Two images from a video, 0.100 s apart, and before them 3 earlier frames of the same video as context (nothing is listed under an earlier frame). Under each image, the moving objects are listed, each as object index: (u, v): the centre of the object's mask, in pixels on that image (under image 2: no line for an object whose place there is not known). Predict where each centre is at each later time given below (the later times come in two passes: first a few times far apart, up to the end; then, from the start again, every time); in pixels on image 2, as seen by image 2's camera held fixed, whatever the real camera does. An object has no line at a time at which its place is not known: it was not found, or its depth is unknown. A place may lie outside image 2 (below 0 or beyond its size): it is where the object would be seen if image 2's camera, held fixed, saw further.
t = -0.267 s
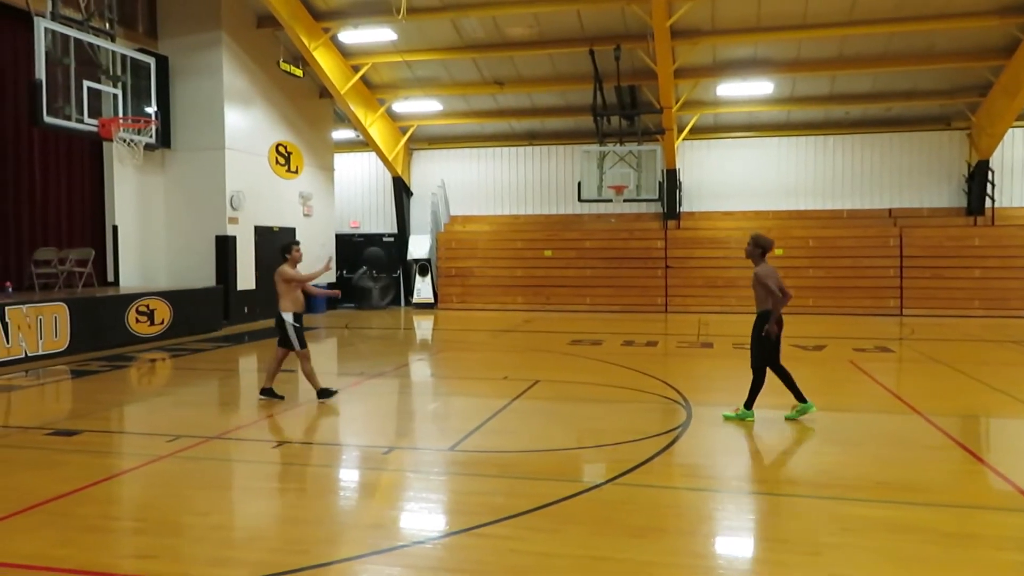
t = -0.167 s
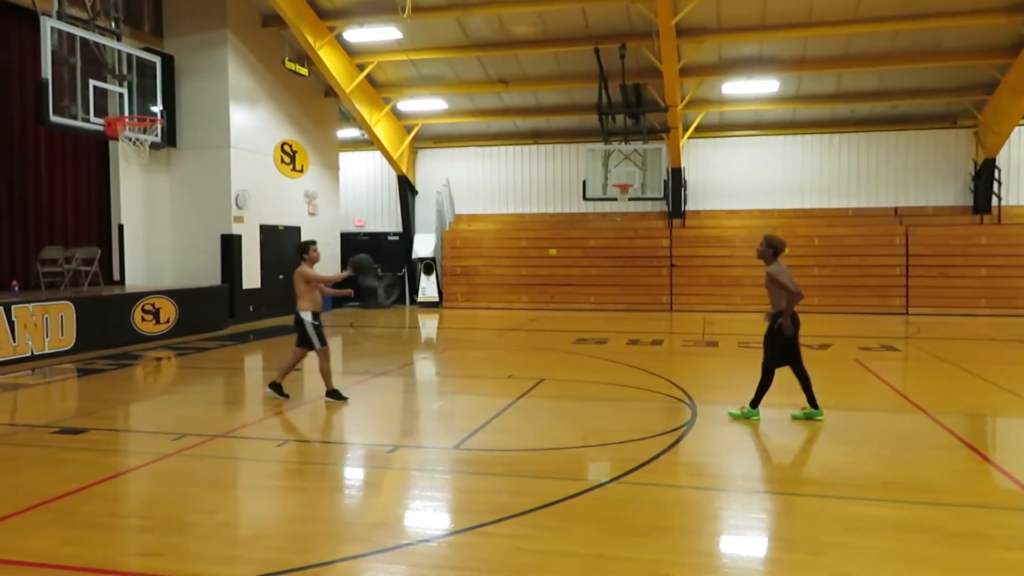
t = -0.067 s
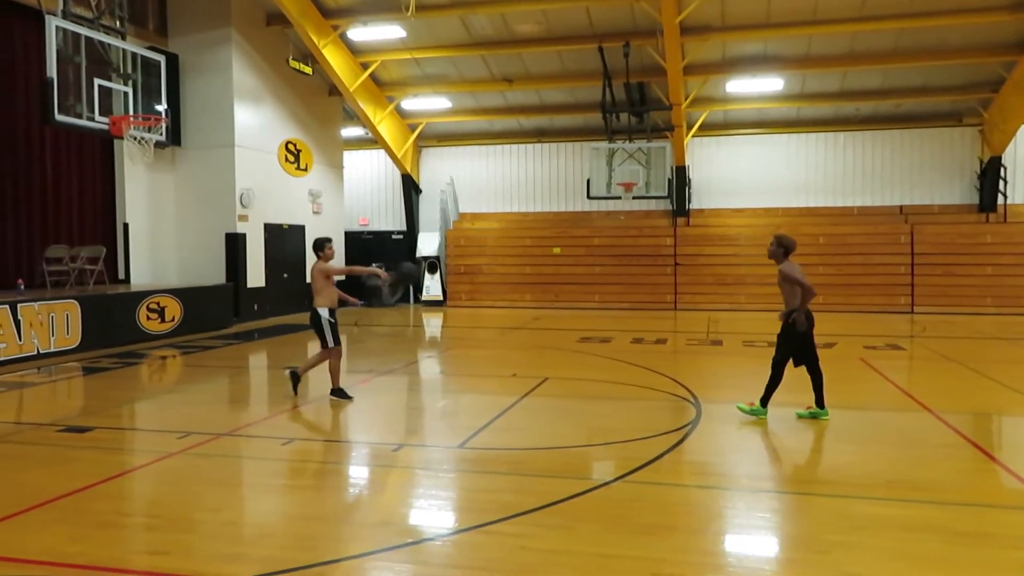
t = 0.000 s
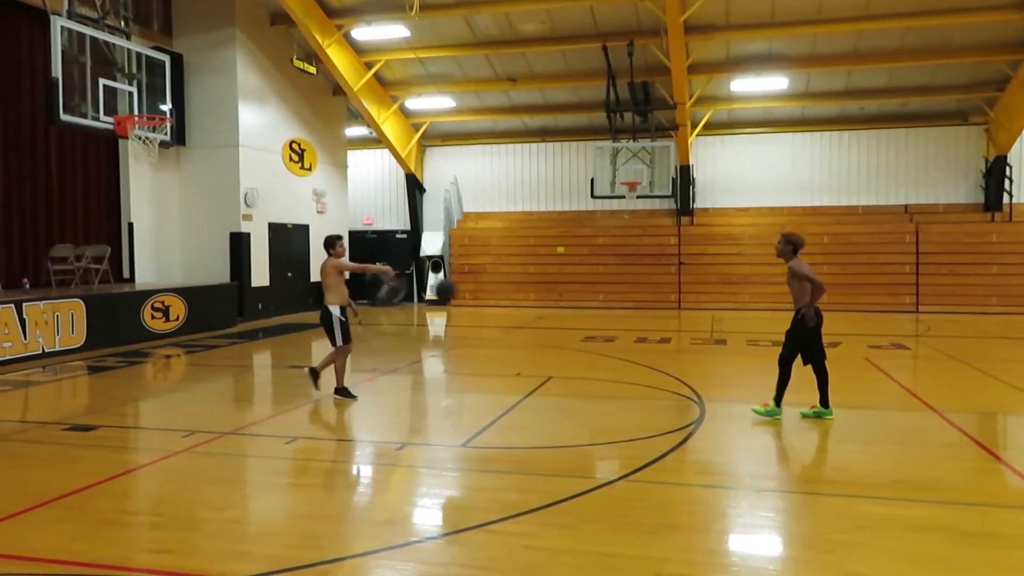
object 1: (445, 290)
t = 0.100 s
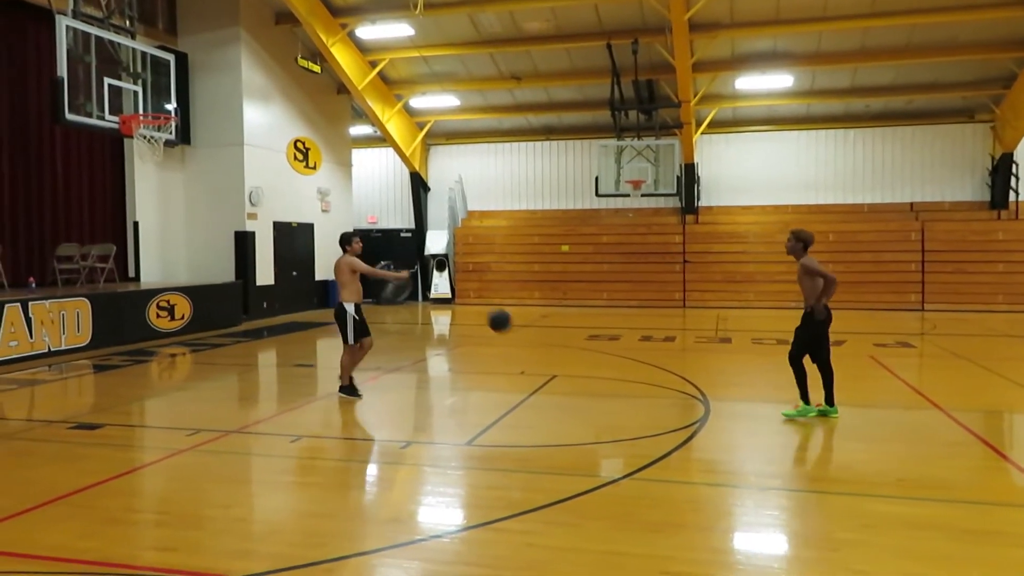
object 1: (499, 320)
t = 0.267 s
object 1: (584, 398)
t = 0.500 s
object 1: (649, 322)
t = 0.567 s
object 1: (669, 310)
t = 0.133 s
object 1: (516, 333)
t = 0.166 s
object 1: (533, 348)
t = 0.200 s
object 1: (551, 364)
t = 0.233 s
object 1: (568, 381)
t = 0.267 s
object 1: (584, 398)
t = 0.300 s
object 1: (594, 385)
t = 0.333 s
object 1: (603, 372)
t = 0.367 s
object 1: (612, 361)
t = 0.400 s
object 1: (621, 349)
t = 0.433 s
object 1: (630, 340)
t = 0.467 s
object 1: (640, 331)
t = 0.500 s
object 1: (649, 322)
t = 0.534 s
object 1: (659, 316)
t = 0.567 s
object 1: (669, 310)
